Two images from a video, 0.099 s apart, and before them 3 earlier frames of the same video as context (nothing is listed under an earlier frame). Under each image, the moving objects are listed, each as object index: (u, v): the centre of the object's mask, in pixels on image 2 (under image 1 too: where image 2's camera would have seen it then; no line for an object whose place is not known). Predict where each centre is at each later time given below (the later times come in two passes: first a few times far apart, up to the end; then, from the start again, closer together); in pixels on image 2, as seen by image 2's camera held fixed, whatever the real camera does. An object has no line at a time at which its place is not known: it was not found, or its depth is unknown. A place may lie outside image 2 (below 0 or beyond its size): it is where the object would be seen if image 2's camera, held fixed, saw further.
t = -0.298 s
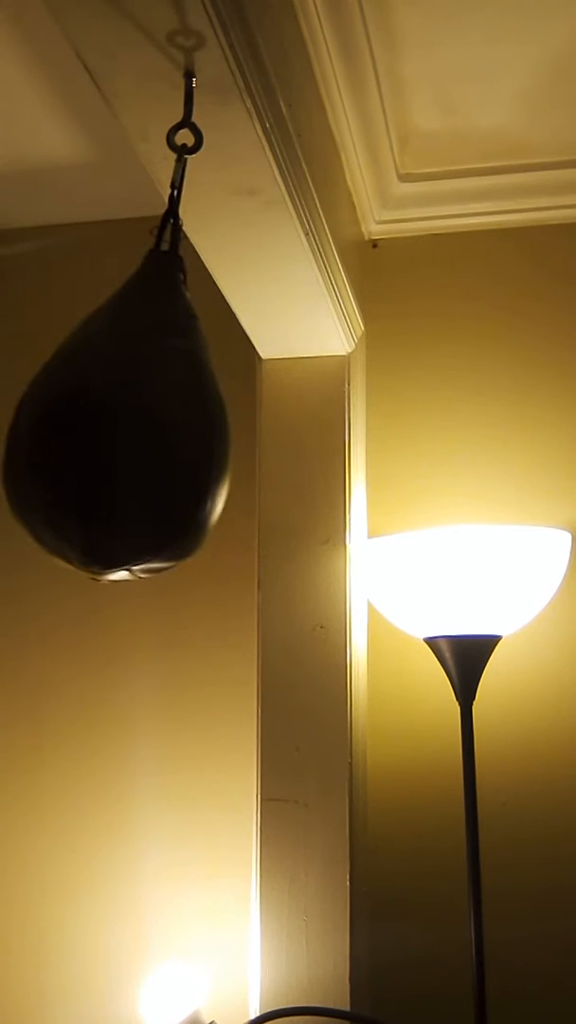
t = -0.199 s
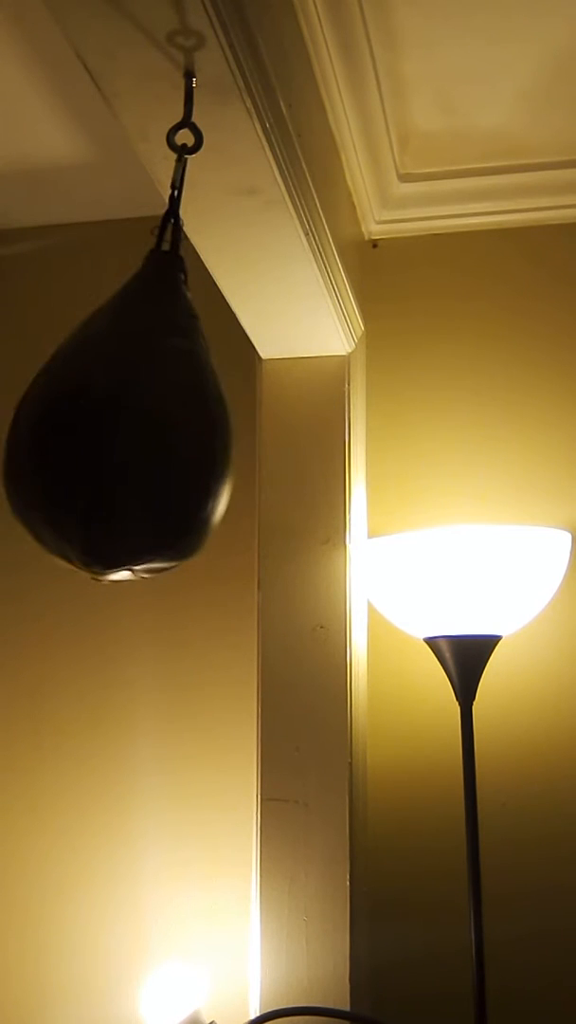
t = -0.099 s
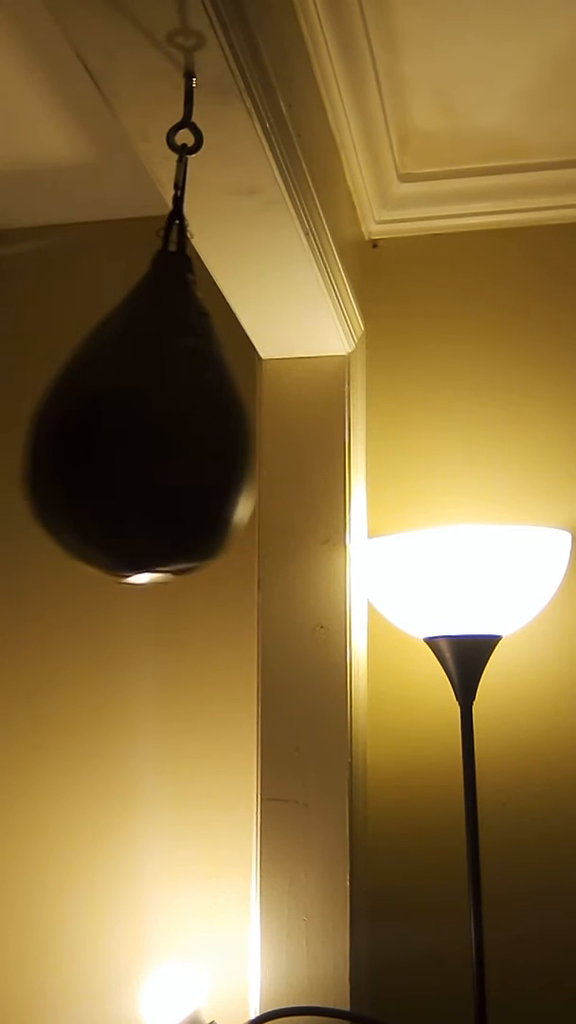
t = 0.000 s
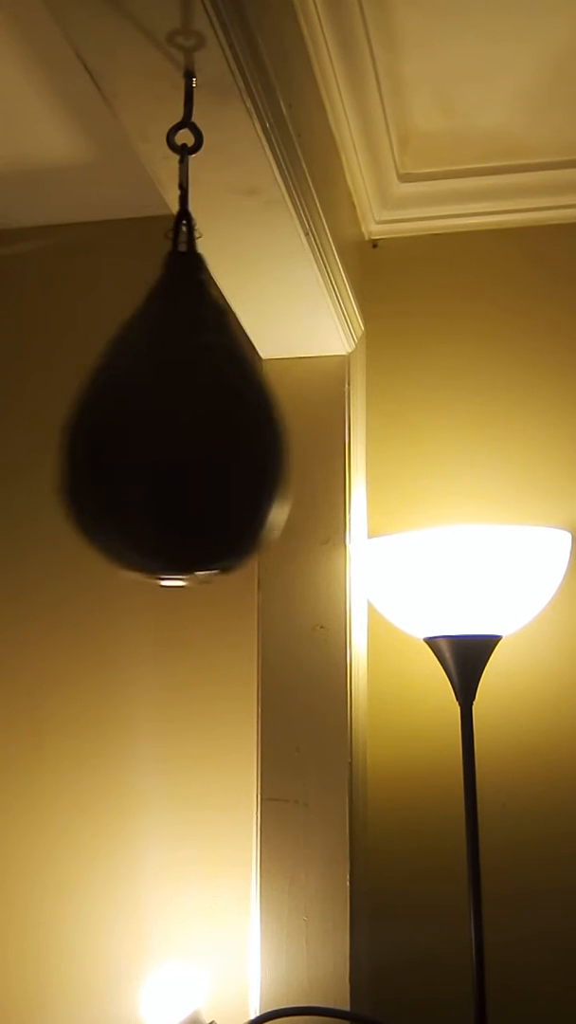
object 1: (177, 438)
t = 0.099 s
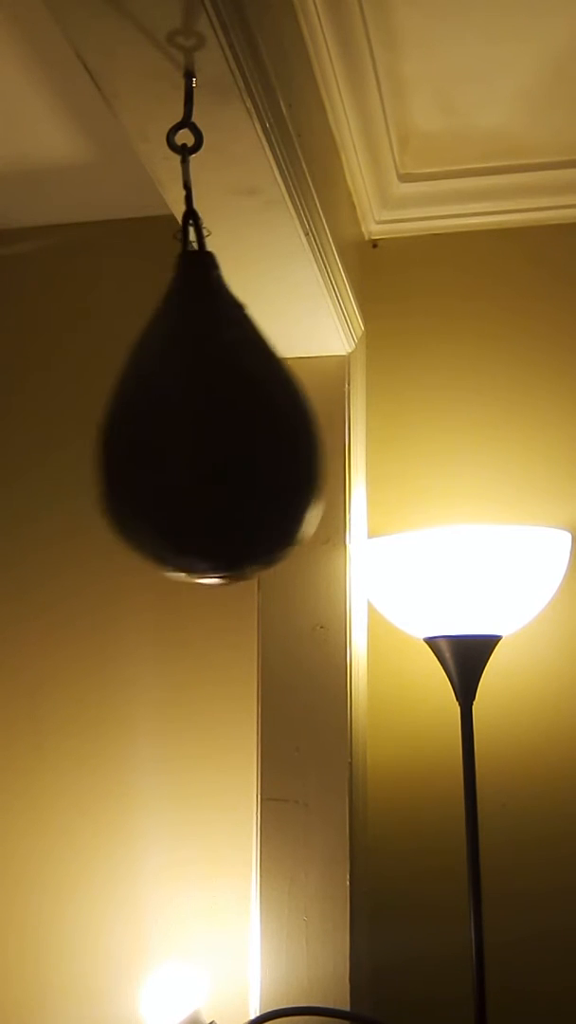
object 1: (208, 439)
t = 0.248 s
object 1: (235, 434)
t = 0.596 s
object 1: (160, 439)
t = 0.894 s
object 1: (130, 435)
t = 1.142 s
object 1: (203, 440)
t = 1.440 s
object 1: (223, 436)
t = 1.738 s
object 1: (138, 437)
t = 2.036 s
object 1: (149, 438)
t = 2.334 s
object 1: (230, 436)
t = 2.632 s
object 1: (188, 439)
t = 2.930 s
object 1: (124, 435)
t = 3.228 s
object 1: (191, 440)
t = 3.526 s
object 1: (227, 436)
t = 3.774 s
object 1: (160, 438)
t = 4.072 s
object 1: (131, 435)
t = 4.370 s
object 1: (213, 438)
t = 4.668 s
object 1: (210, 438)
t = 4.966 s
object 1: (131, 436)
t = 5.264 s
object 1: (164, 439)
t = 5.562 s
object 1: (230, 435)
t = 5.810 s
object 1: (187, 439)
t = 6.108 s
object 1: (127, 435)
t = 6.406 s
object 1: (189, 440)
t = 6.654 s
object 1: (229, 436)
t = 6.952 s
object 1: (161, 438)
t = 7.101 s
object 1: (131, 436)
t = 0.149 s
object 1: (221, 437)
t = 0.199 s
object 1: (230, 436)
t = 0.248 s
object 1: (235, 434)
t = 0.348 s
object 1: (230, 436)
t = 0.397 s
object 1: (220, 437)
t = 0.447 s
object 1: (207, 439)
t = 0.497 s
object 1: (193, 439)
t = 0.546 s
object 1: (177, 438)
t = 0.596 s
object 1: (160, 439)
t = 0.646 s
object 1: (146, 438)
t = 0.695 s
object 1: (134, 436)
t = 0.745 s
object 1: (126, 435)
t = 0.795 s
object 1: (123, 435)
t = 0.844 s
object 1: (124, 435)
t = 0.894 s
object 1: (130, 435)
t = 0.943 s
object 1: (140, 436)
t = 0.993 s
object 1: (154, 438)
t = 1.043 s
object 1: (171, 439)
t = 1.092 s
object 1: (187, 439)
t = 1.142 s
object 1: (203, 440)
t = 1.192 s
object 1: (217, 438)
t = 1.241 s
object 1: (227, 436)
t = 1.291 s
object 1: (233, 435)
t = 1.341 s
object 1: (234, 435)
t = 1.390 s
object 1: (231, 435)
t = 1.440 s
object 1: (223, 436)
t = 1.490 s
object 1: (212, 438)
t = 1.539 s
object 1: (198, 440)
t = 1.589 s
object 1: (182, 438)
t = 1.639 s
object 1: (166, 438)
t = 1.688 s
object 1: (151, 438)
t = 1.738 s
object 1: (138, 437)
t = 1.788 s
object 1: (129, 435)
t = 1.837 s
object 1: (124, 434)
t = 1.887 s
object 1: (124, 434)
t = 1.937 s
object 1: (128, 435)
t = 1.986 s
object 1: (137, 437)
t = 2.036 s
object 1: (149, 438)
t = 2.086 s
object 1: (164, 439)
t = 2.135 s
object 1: (181, 438)
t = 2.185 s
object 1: (196, 439)
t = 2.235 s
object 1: (211, 438)
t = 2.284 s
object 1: (222, 437)
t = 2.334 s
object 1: (230, 436)
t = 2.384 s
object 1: (233, 435)
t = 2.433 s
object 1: (231, 435)
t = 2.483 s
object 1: (226, 437)
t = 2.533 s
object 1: (216, 438)
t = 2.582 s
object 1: (202, 439)
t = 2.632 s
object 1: (188, 439)
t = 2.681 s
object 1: (170, 438)
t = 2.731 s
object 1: (154, 438)
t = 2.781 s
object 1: (142, 437)
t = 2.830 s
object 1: (132, 436)
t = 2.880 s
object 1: (126, 435)
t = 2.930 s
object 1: (124, 435)
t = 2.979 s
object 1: (127, 435)
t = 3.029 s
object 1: (133, 436)
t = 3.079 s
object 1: (145, 438)
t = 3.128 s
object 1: (159, 439)
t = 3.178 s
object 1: (175, 439)
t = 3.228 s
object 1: (191, 440)
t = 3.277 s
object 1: (205, 439)
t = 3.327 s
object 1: (218, 437)
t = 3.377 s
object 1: (227, 436)
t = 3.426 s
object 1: (231, 435)
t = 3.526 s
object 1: (227, 436)
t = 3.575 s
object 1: (218, 437)
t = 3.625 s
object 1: (207, 439)
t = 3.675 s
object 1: (192, 439)
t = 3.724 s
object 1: (178, 437)
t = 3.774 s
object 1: (160, 438)
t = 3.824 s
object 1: (147, 437)
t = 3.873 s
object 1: (136, 436)
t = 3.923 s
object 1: (128, 435)
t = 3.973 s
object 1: (125, 434)
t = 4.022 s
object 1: (126, 435)
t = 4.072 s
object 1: (131, 435)
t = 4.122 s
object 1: (141, 437)
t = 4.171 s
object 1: (154, 437)
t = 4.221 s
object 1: (169, 439)
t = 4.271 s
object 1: (185, 439)
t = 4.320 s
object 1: (200, 439)
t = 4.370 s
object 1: (213, 438)
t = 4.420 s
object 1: (223, 436)
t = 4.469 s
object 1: (229, 436)
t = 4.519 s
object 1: (231, 435)
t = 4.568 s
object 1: (228, 436)
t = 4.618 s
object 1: (221, 436)
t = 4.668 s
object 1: (210, 438)
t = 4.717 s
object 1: (197, 439)
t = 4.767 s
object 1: (182, 438)
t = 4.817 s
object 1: (165, 438)
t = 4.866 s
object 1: (151, 437)
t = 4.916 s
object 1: (140, 436)
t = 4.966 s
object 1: (131, 436)
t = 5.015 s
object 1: (127, 435)
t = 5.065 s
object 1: (126, 435)
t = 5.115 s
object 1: (130, 435)
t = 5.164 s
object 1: (138, 437)
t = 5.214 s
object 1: (149, 438)
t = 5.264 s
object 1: (164, 439)
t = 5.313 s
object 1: (180, 438)
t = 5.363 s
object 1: (195, 440)
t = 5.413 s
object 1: (209, 439)
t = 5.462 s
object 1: (220, 437)
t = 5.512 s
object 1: (227, 436)
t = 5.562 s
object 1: (230, 435)
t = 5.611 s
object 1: (229, 435)
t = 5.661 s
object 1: (223, 437)
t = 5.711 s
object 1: (214, 438)
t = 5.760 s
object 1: (201, 439)
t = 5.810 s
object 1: (187, 439)
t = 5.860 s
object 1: (172, 437)
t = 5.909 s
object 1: (156, 439)
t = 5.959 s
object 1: (144, 438)
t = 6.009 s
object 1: (135, 436)
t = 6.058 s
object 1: (128, 435)
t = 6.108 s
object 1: (127, 435)
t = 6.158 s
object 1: (129, 436)
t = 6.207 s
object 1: (135, 437)
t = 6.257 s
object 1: (145, 438)
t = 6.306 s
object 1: (159, 439)
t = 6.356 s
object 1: (175, 438)
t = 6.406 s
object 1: (189, 440)
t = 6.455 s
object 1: (204, 439)
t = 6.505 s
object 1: (216, 438)
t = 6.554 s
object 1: (225, 437)
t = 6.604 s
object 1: (229, 436)
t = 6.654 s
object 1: (229, 436)
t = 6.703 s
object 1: (225, 437)
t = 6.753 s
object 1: (217, 438)
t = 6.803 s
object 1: (206, 439)
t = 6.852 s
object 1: (193, 439)
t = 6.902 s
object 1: (178, 438)
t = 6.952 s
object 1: (161, 438)
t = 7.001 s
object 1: (148, 438)
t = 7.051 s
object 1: (138, 437)
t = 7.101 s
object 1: (131, 436)
